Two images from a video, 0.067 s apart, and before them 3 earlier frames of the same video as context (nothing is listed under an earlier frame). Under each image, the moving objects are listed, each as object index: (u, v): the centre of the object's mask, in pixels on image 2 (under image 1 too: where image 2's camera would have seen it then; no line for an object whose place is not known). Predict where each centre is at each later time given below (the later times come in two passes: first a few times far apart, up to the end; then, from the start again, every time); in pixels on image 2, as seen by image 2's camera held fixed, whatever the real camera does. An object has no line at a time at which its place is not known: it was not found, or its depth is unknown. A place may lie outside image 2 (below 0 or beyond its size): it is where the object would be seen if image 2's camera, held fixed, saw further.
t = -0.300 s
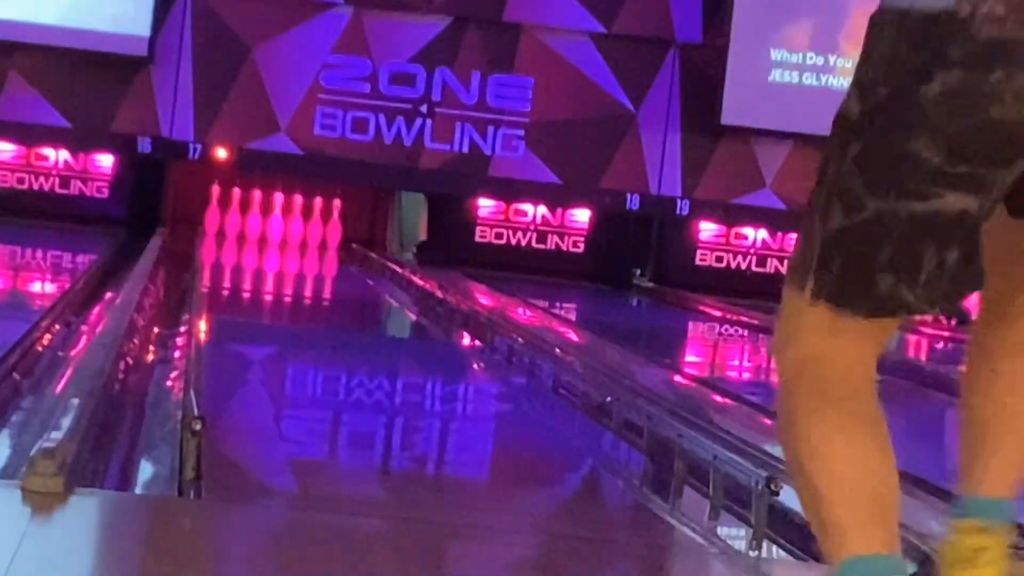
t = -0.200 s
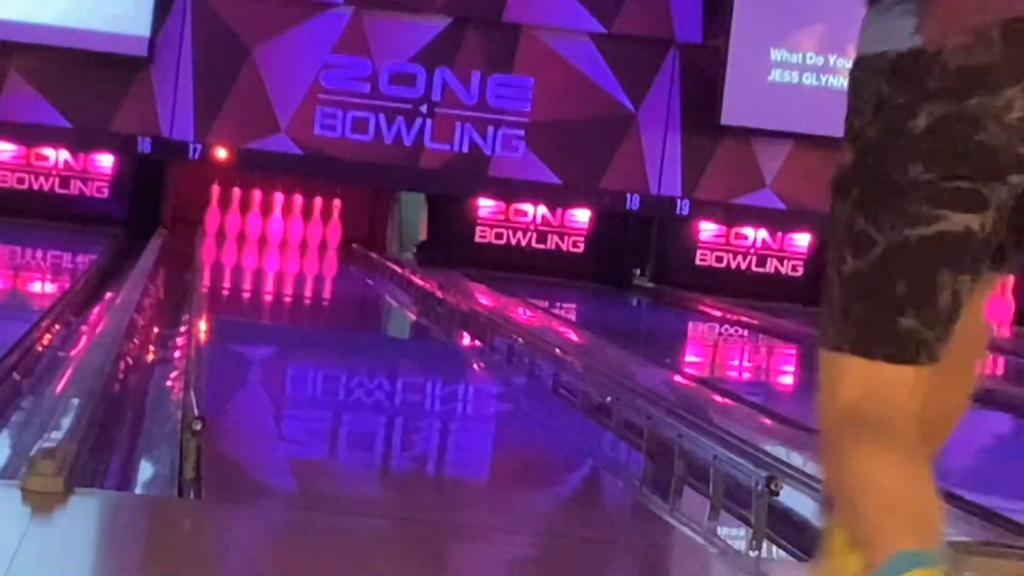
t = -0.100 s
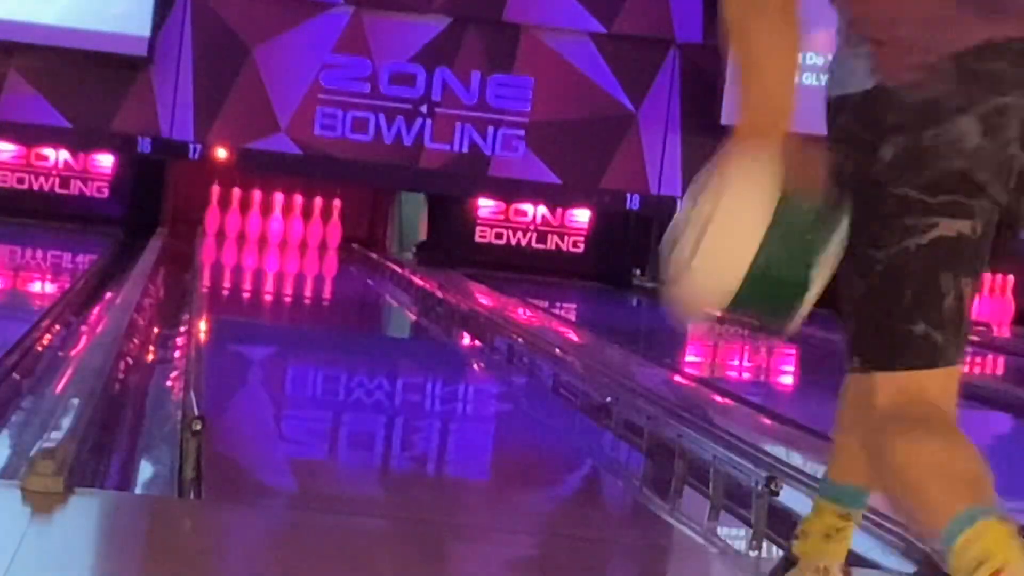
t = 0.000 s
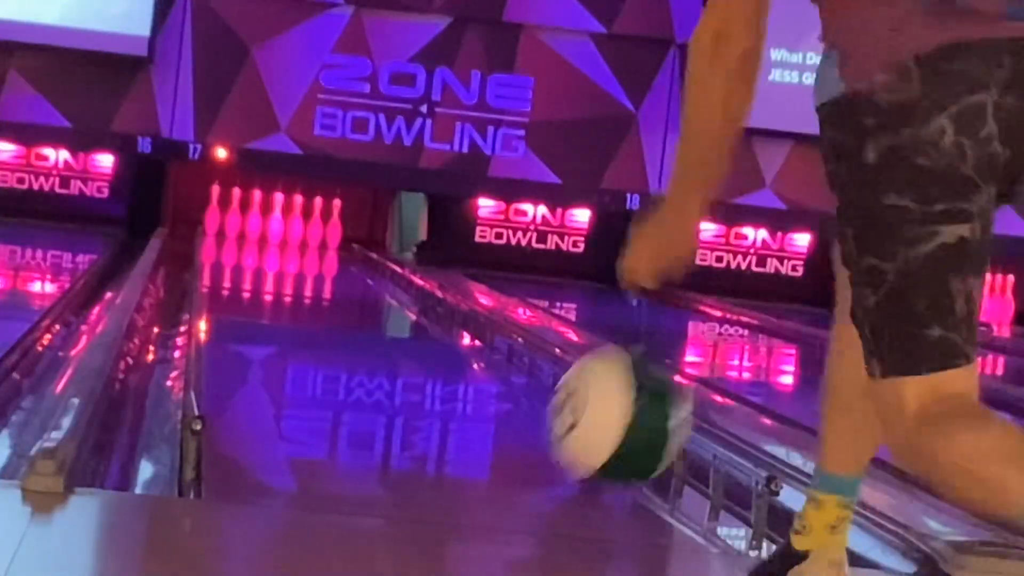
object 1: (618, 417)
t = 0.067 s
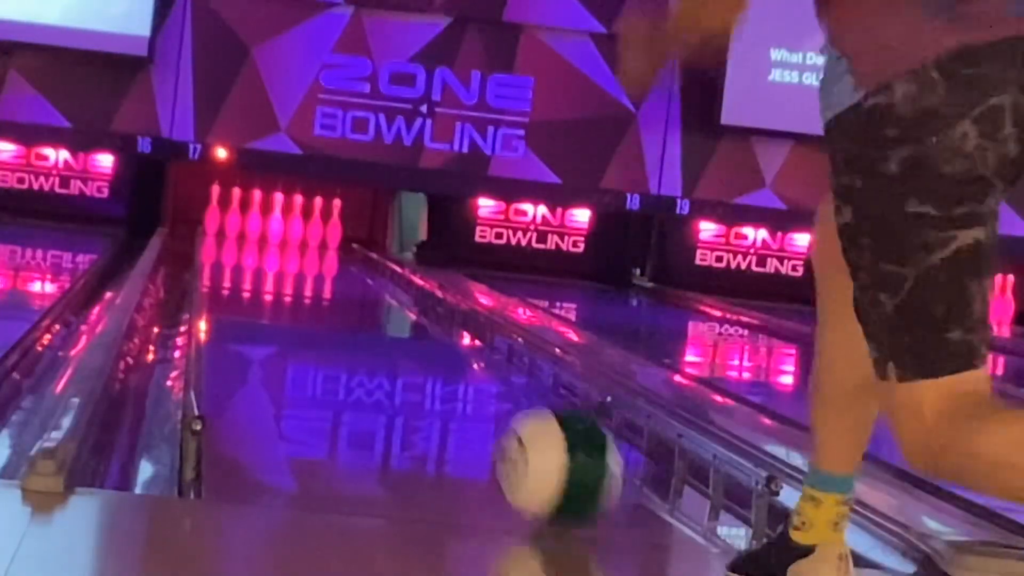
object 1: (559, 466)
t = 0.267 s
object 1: (463, 388)
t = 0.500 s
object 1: (398, 336)
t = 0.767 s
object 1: (351, 299)
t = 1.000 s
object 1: (324, 277)
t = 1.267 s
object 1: (301, 259)
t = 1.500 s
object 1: (285, 246)
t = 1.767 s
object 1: (273, 236)
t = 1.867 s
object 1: (269, 232)
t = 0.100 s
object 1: (541, 437)
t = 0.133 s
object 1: (524, 417)
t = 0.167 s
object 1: (507, 403)
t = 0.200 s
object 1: (492, 396)
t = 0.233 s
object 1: (477, 394)
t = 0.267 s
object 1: (463, 388)
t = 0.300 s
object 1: (451, 379)
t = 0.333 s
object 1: (439, 371)
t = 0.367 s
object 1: (431, 364)
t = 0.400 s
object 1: (421, 355)
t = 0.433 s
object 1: (414, 349)
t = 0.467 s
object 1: (406, 342)
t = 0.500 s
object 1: (398, 336)
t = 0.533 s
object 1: (391, 330)
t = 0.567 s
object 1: (384, 324)
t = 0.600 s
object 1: (378, 319)
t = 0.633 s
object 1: (375, 315)
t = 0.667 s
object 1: (366, 310)
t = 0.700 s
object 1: (369, 309)
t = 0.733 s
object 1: (356, 302)
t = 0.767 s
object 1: (351, 299)
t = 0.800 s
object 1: (347, 296)
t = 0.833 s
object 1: (343, 292)
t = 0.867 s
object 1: (339, 288)
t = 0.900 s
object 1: (335, 285)
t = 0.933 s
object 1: (331, 283)
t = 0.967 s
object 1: (327, 280)
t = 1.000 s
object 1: (324, 277)
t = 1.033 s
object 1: (321, 274)
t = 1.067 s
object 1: (318, 272)
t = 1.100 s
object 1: (315, 270)
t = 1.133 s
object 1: (311, 268)
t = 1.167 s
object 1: (308, 266)
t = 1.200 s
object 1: (305, 263)
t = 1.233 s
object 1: (304, 261)
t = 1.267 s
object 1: (301, 259)
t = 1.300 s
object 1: (298, 257)
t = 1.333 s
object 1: (298, 254)
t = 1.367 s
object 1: (294, 252)
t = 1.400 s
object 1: (292, 250)
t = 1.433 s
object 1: (290, 249)
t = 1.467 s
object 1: (288, 247)
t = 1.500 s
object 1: (285, 246)
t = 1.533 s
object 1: (283, 244)
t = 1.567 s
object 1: (281, 243)
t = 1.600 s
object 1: (280, 242)
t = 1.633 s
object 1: (279, 240)
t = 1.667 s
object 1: (277, 240)
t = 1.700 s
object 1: (275, 239)
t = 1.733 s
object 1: (274, 238)
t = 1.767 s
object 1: (273, 236)
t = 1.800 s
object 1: (273, 235)
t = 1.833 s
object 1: (272, 234)
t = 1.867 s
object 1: (269, 232)
